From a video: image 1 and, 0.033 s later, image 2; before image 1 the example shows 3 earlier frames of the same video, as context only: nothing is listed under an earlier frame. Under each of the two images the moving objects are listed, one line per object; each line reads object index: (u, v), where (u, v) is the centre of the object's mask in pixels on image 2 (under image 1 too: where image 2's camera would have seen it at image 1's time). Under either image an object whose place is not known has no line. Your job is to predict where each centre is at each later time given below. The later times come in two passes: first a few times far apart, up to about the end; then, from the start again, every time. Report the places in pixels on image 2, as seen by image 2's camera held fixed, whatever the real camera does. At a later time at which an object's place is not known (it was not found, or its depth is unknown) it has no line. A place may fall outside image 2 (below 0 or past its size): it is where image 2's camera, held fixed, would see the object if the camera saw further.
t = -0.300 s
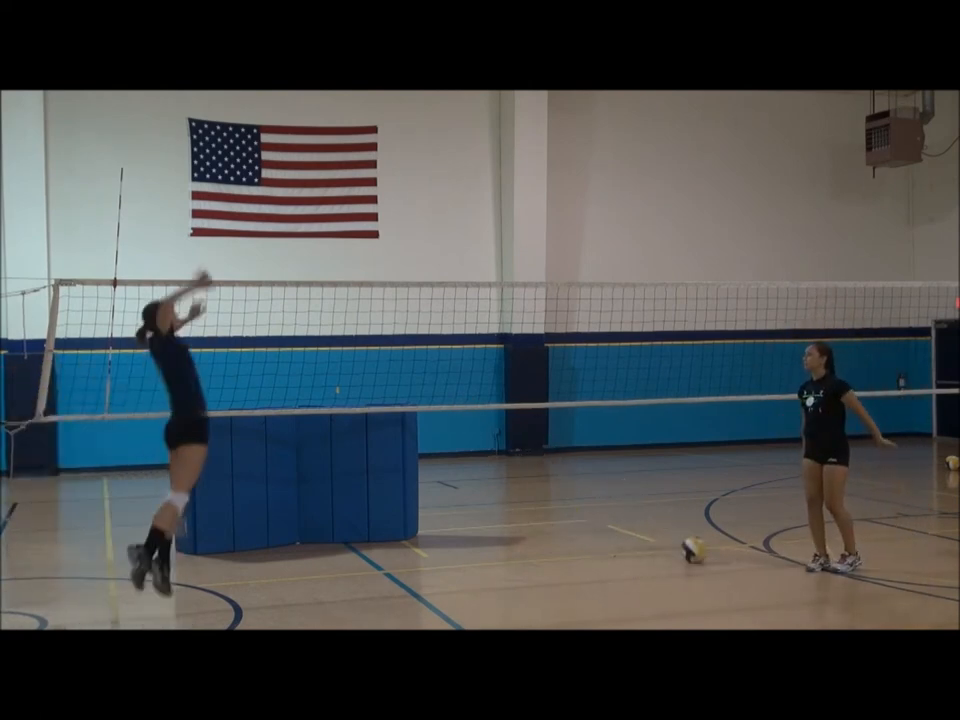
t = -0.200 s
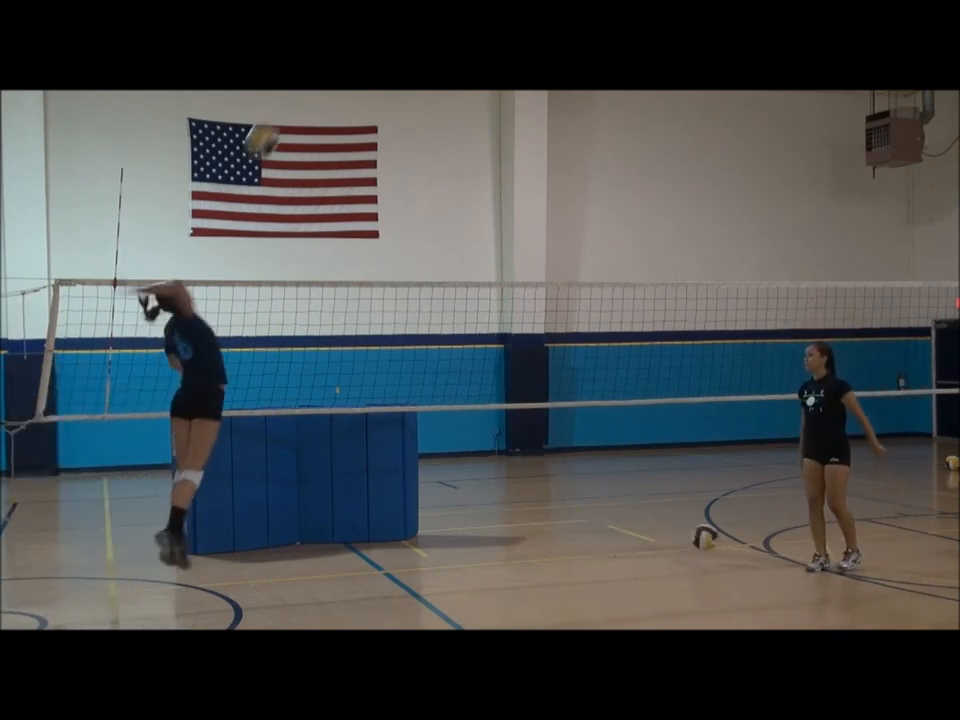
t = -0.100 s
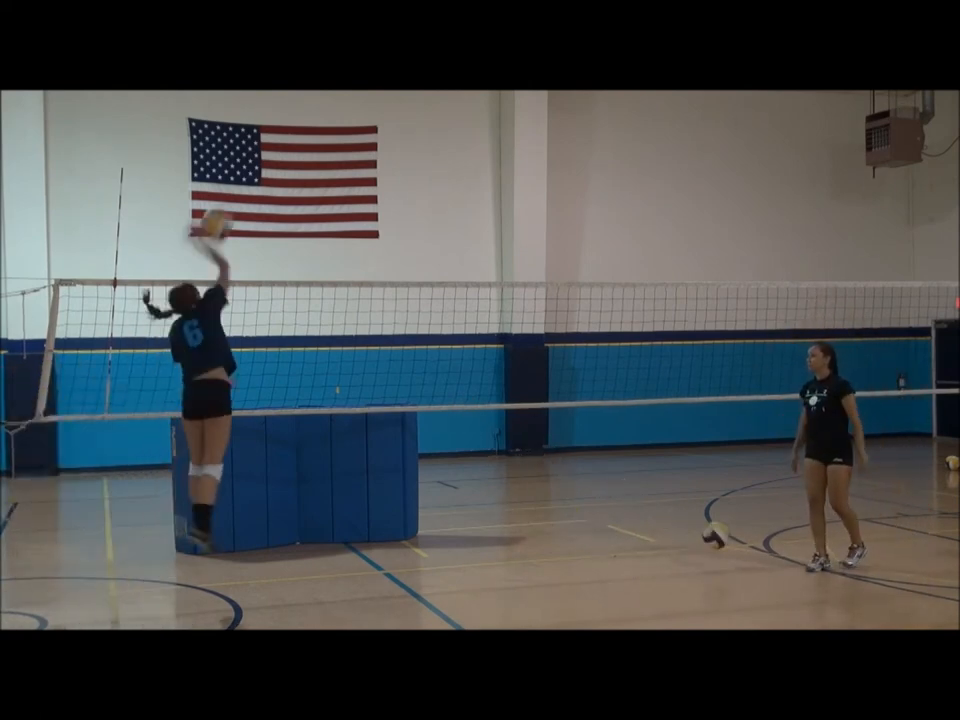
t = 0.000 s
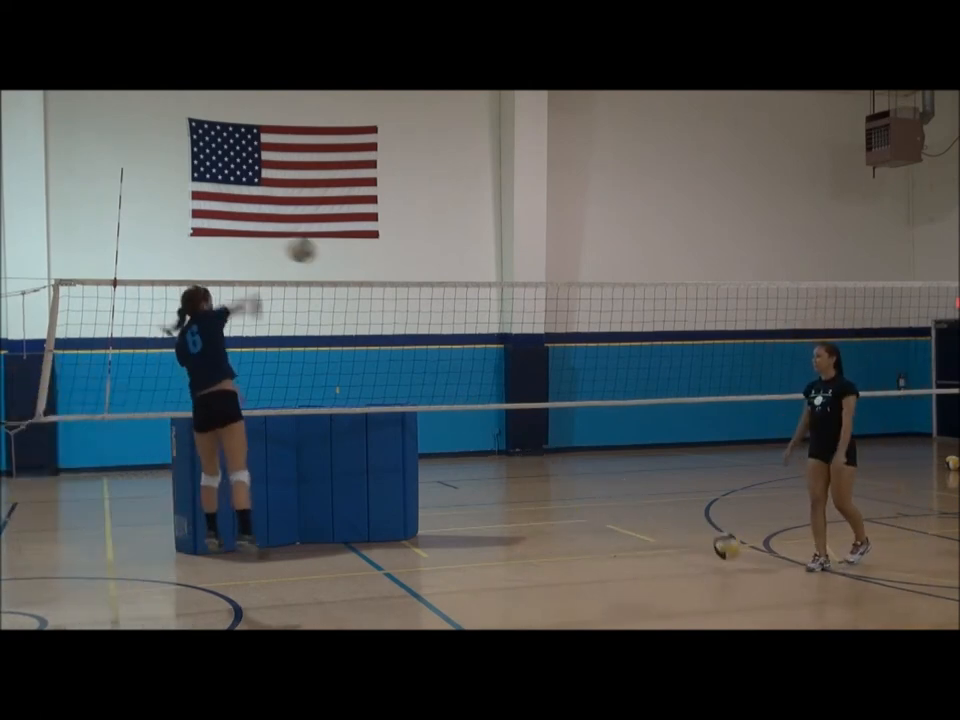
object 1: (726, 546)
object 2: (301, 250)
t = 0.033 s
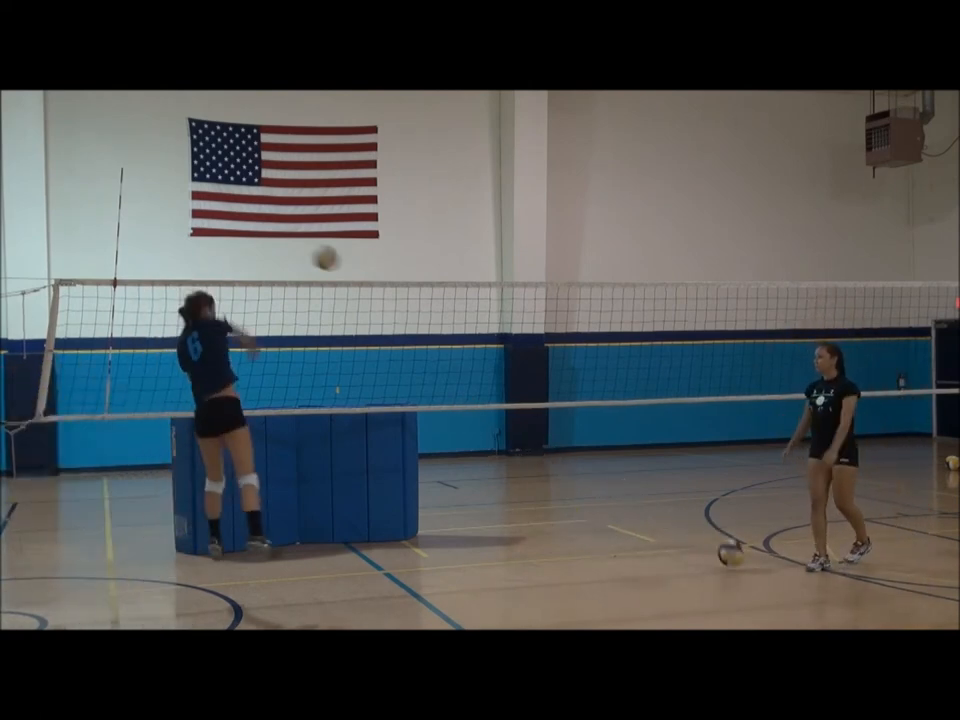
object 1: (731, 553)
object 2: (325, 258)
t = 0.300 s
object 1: (763, 557)
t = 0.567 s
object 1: (791, 571)
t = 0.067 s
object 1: (735, 558)
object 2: (346, 267)
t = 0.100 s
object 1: (739, 554)
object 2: (366, 274)
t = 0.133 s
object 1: (742, 551)
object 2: (384, 285)
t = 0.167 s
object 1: (745, 549)
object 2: (397, 296)
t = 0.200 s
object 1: (750, 549)
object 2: (410, 304)
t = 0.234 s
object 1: (755, 550)
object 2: (422, 313)
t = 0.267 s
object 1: (759, 554)
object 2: (433, 323)
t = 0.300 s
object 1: (763, 557)
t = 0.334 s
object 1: (767, 563)
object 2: (450, 344)
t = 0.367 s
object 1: (769, 565)
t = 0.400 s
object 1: (771, 562)
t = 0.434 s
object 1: (775, 560)
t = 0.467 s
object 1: (780, 560)
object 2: (476, 391)
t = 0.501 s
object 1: (783, 562)
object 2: (481, 401)
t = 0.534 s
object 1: (786, 566)
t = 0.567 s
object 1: (791, 571)
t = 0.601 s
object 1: (795, 569)
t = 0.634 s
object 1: (799, 568)
